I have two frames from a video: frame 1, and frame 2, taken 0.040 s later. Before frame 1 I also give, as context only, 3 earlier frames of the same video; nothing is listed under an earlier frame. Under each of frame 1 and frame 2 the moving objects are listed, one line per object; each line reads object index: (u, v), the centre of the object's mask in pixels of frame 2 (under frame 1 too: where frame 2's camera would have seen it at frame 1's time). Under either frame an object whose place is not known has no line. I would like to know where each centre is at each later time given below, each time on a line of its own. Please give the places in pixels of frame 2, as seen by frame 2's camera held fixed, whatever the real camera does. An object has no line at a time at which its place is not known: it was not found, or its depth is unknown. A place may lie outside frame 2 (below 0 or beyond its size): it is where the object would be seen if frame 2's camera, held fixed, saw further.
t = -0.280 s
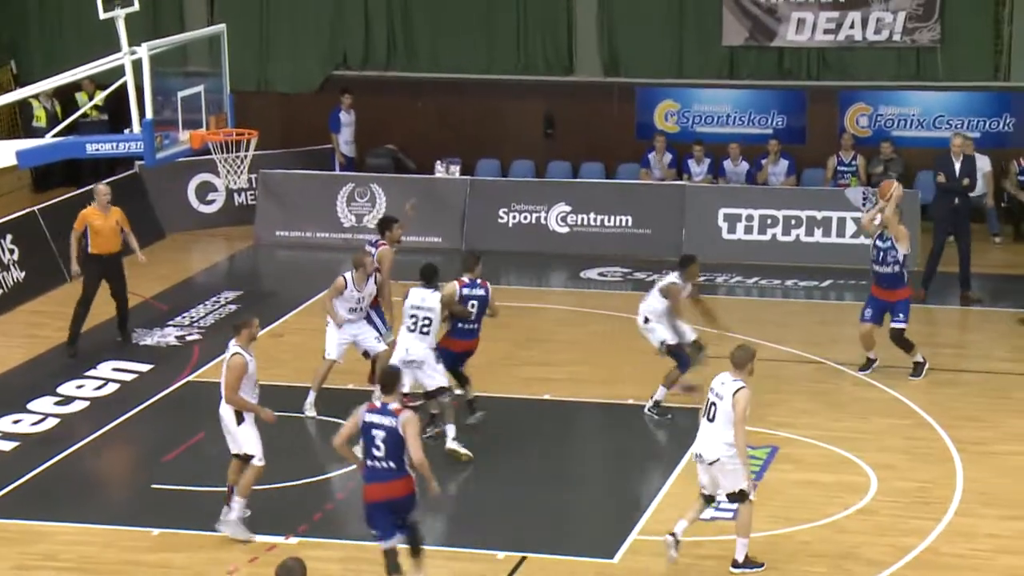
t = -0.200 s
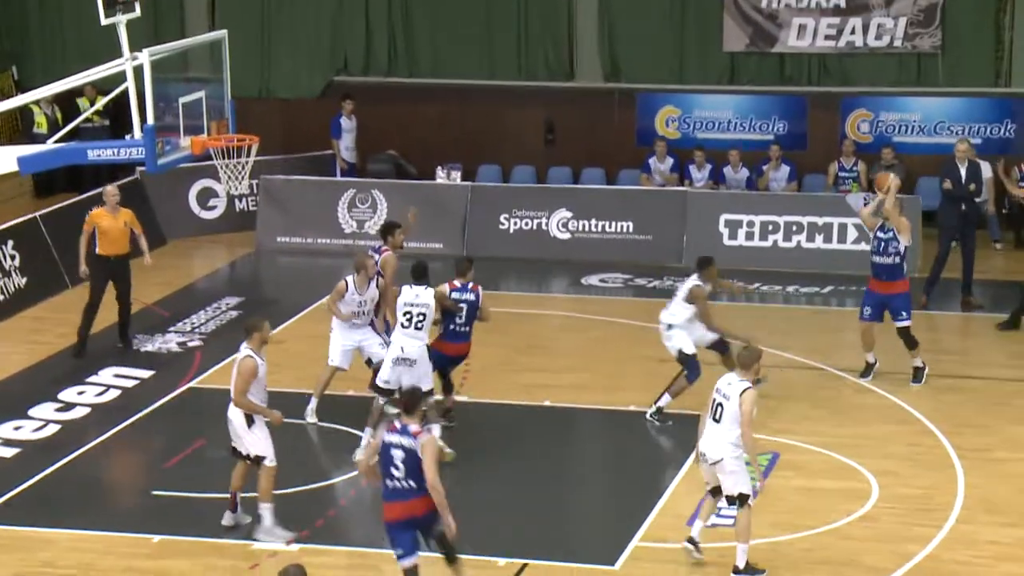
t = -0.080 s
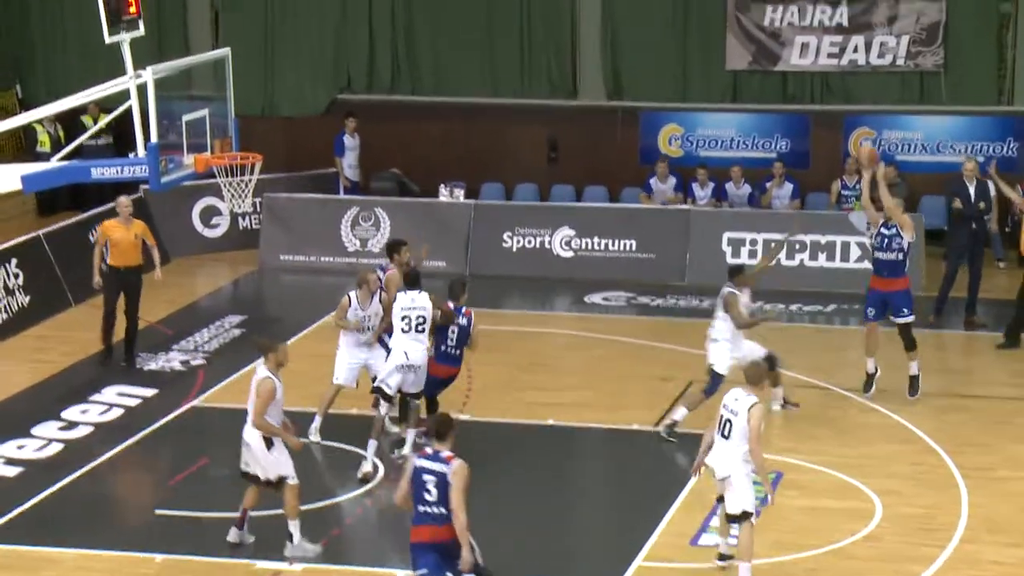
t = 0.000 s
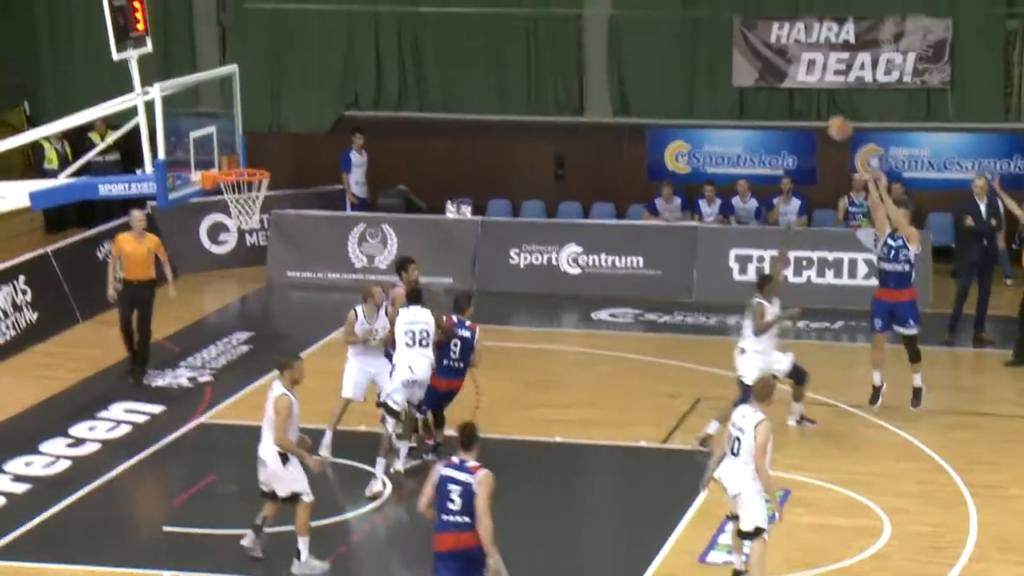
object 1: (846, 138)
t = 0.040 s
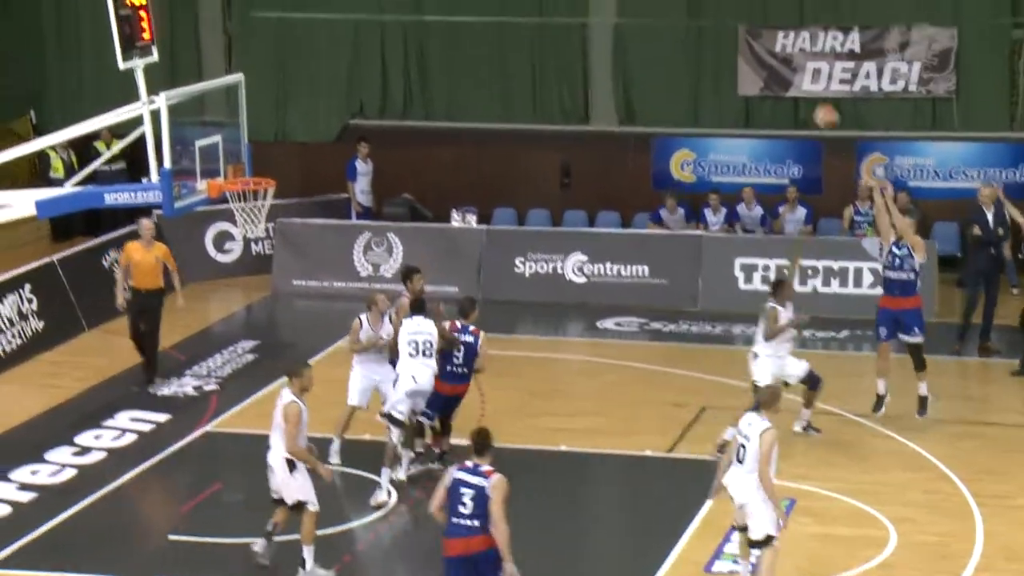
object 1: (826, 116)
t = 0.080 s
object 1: (808, 99)
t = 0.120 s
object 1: (788, 80)
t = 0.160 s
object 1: (770, 64)
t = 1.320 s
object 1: (265, 127)
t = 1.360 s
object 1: (263, 119)
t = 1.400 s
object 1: (261, 113)
